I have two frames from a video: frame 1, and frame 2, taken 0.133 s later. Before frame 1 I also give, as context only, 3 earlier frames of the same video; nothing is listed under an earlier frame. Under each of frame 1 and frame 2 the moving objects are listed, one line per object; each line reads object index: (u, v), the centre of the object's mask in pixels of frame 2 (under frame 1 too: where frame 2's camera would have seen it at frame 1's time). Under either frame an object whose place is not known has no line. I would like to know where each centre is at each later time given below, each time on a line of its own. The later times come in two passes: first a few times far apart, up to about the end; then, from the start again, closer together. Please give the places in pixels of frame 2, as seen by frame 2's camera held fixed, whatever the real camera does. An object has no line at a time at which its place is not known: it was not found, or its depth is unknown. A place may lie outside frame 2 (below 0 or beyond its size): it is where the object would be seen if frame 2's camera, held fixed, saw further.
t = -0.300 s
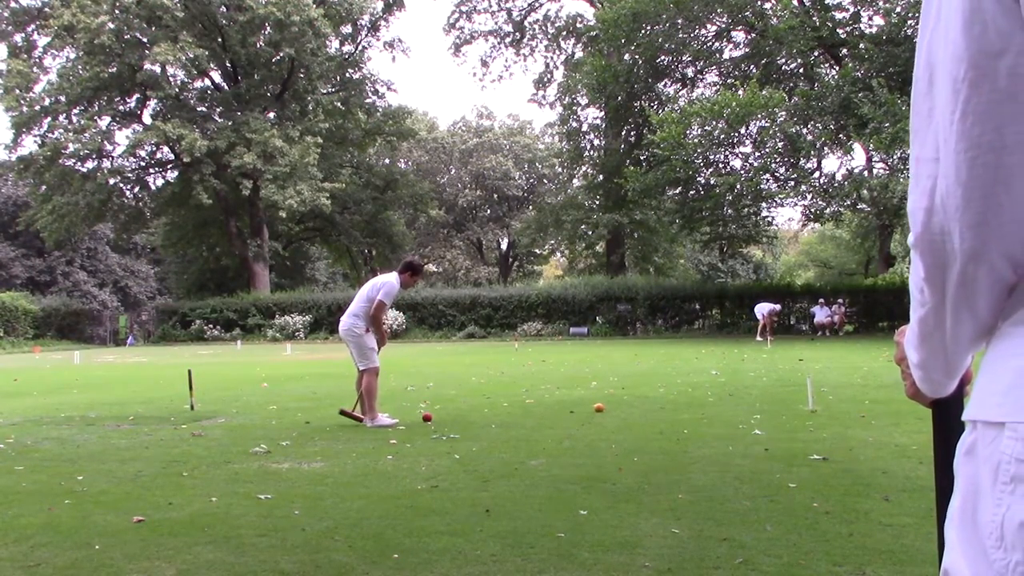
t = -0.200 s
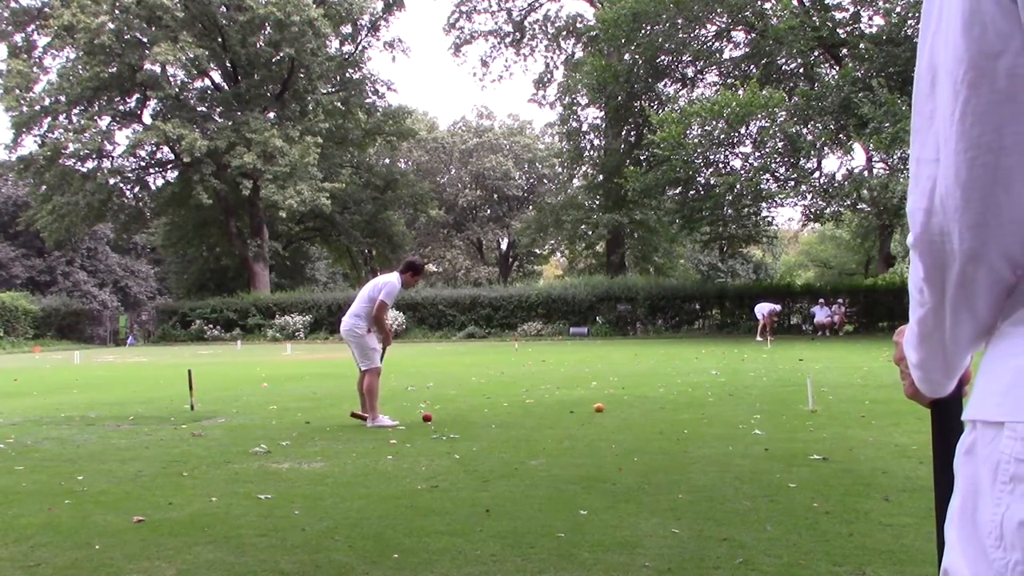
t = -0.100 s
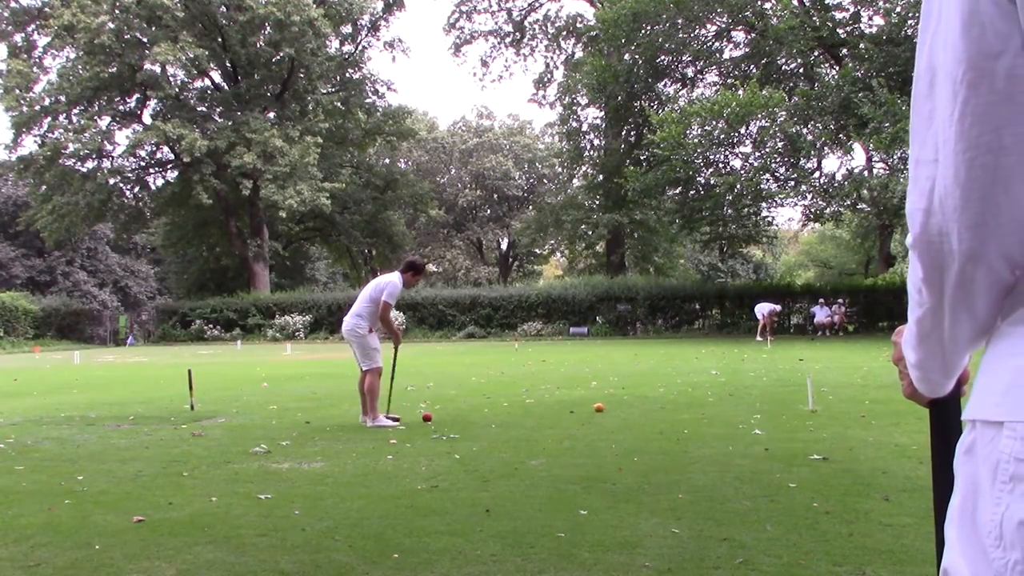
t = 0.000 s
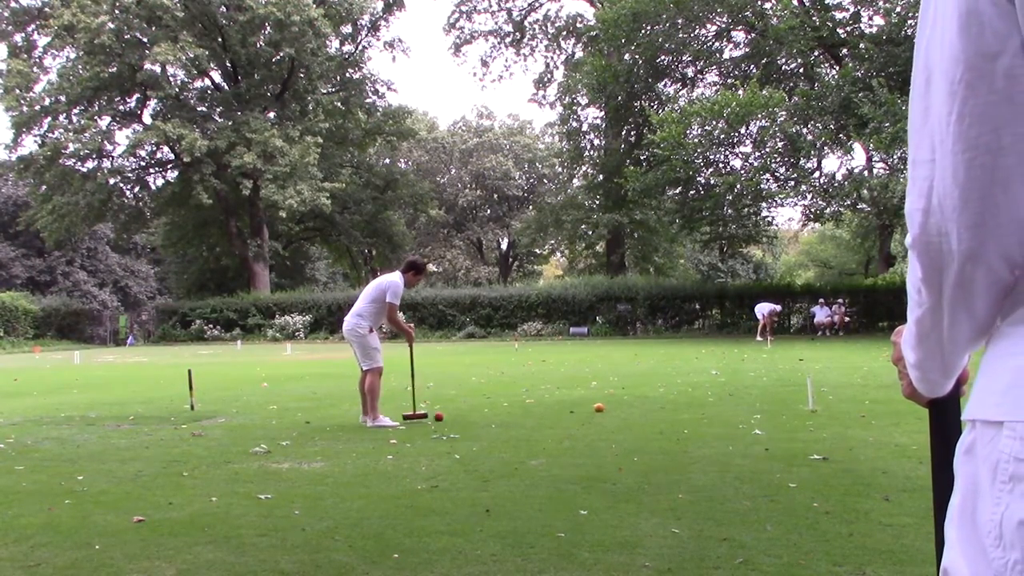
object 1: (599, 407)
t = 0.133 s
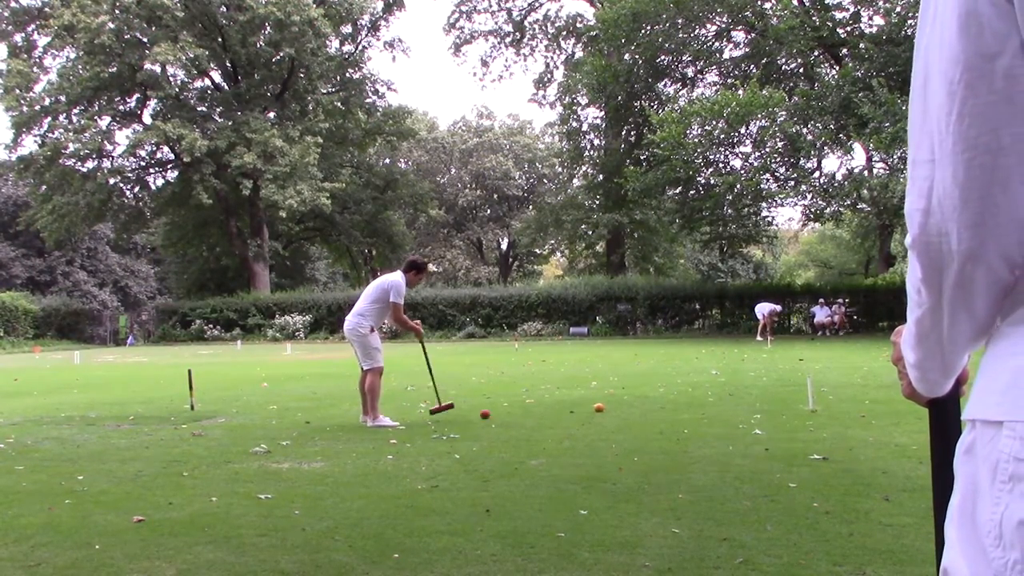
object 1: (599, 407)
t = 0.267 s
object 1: (599, 408)
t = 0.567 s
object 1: (602, 407)
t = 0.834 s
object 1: (630, 405)
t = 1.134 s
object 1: (656, 403)
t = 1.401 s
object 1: (674, 402)
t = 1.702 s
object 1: (690, 400)
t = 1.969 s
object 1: (701, 399)
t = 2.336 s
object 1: (712, 398)
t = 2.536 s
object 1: (716, 398)
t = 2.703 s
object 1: (720, 397)
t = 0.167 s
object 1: (598, 408)
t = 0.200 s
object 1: (598, 408)
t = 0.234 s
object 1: (599, 408)
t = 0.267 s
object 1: (599, 408)
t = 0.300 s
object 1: (598, 408)
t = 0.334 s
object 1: (598, 408)
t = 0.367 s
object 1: (599, 408)
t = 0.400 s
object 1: (598, 407)
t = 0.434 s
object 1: (598, 408)
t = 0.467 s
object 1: (598, 408)
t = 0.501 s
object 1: (599, 408)
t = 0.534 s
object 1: (599, 407)
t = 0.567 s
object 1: (602, 407)
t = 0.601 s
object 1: (606, 407)
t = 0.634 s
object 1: (611, 407)
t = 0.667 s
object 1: (614, 406)
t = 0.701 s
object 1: (618, 406)
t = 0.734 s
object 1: (621, 406)
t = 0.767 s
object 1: (624, 406)
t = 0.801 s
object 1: (627, 405)
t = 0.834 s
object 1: (630, 405)
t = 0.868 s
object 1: (634, 405)
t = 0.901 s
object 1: (636, 405)
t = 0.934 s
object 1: (639, 404)
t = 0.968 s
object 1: (642, 404)
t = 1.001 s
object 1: (645, 404)
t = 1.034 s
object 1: (648, 403)
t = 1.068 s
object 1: (650, 403)
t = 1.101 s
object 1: (653, 403)
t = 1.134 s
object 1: (656, 403)
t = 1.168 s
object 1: (658, 402)
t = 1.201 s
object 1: (660, 402)
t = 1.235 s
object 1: (663, 402)
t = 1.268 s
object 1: (665, 402)
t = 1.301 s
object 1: (667, 402)
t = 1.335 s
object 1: (670, 402)
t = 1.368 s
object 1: (672, 402)
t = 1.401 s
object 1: (674, 402)
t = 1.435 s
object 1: (676, 401)
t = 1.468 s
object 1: (678, 401)
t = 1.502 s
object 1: (680, 401)
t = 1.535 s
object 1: (681, 401)
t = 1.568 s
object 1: (683, 400)
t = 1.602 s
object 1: (685, 400)
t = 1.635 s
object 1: (687, 400)
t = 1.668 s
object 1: (688, 400)
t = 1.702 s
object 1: (690, 400)
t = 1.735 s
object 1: (692, 400)
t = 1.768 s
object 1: (693, 399)
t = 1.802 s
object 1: (694, 399)
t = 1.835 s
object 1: (696, 399)
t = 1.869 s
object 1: (697, 399)
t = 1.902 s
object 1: (699, 399)
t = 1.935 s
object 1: (700, 399)
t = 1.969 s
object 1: (701, 399)
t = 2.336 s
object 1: (712, 398)
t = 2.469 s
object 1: (715, 398)
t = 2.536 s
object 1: (716, 398)
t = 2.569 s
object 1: (717, 398)
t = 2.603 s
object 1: (718, 398)
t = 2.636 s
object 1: (718, 397)
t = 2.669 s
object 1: (720, 397)
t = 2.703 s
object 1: (720, 397)
